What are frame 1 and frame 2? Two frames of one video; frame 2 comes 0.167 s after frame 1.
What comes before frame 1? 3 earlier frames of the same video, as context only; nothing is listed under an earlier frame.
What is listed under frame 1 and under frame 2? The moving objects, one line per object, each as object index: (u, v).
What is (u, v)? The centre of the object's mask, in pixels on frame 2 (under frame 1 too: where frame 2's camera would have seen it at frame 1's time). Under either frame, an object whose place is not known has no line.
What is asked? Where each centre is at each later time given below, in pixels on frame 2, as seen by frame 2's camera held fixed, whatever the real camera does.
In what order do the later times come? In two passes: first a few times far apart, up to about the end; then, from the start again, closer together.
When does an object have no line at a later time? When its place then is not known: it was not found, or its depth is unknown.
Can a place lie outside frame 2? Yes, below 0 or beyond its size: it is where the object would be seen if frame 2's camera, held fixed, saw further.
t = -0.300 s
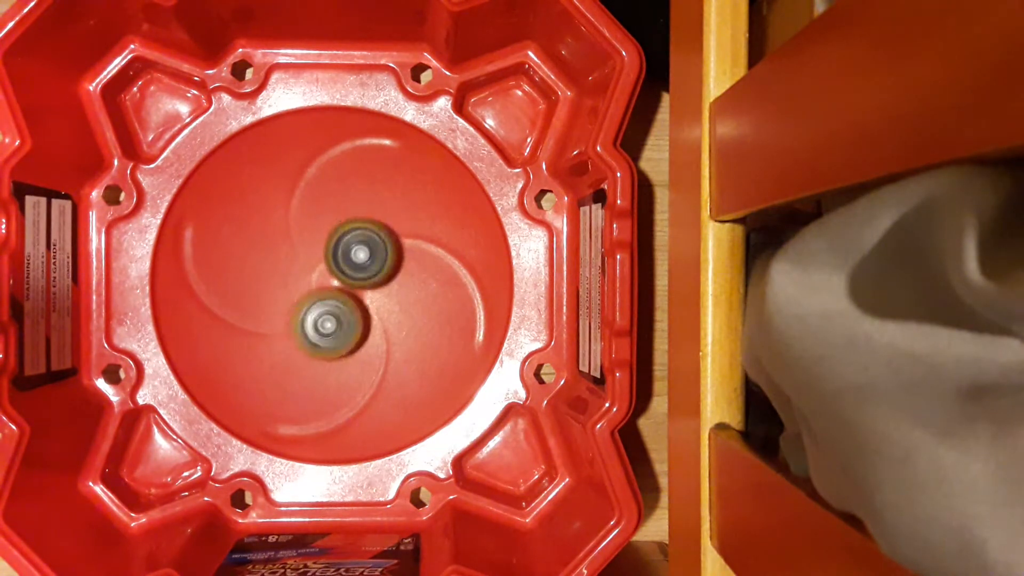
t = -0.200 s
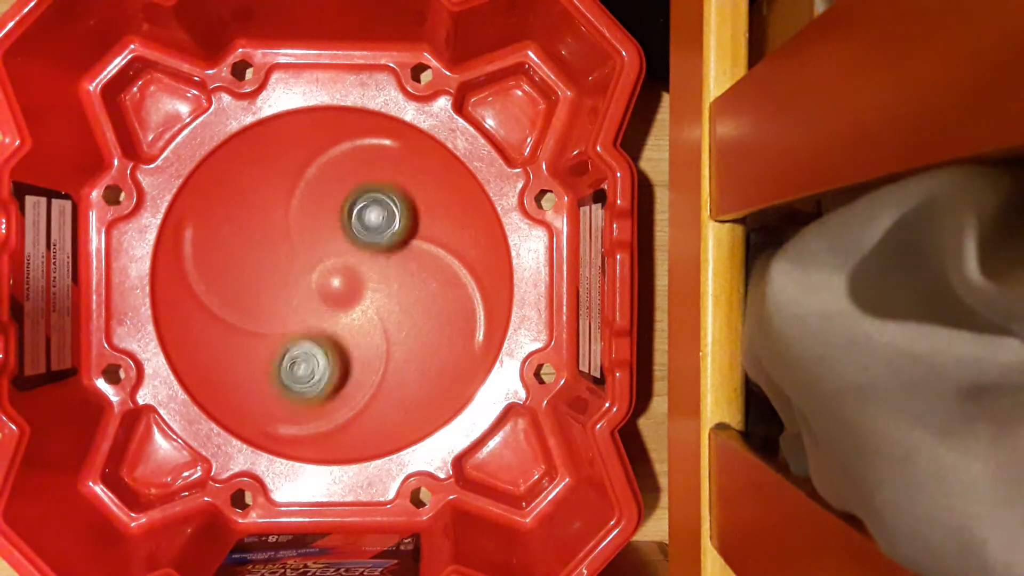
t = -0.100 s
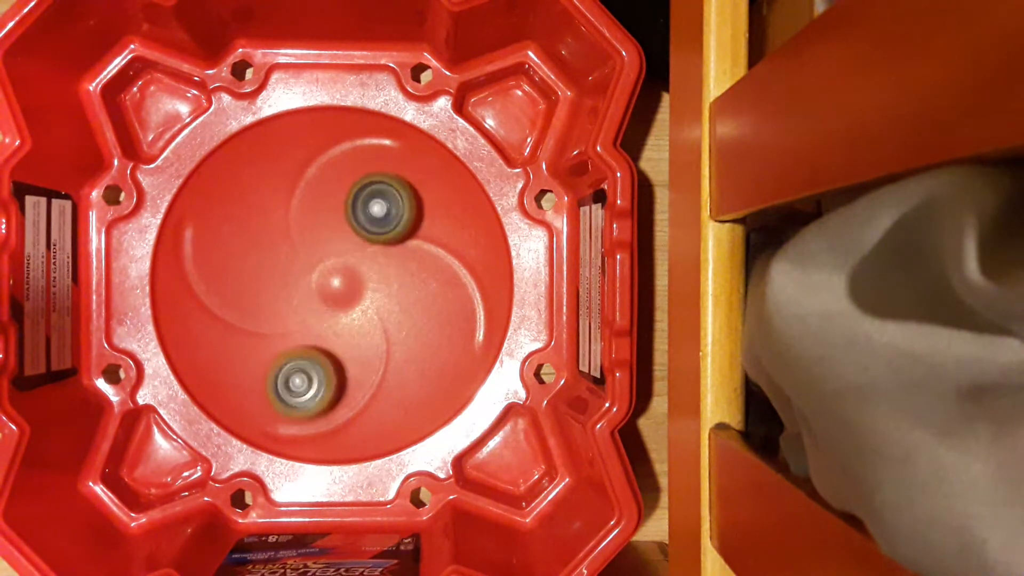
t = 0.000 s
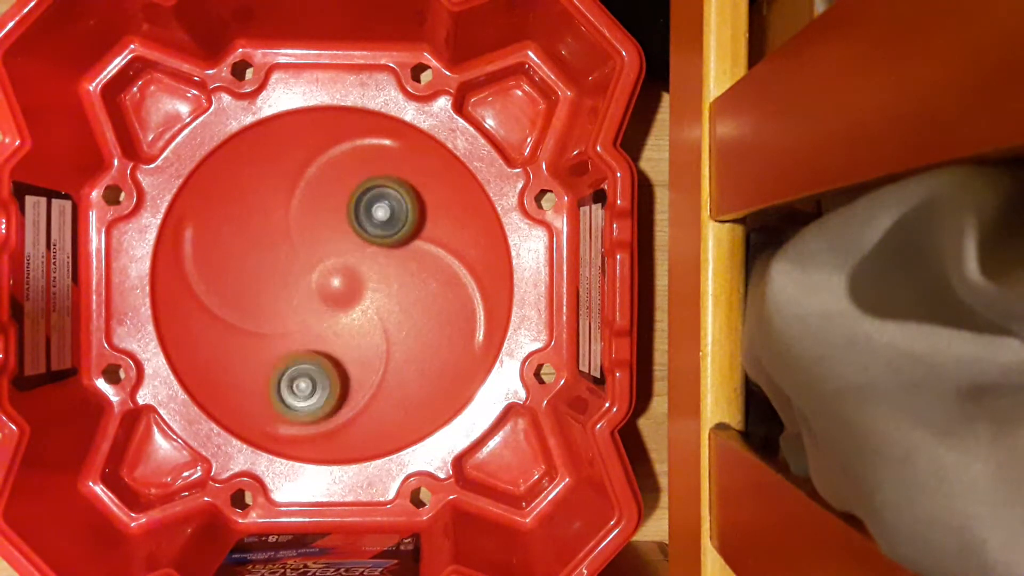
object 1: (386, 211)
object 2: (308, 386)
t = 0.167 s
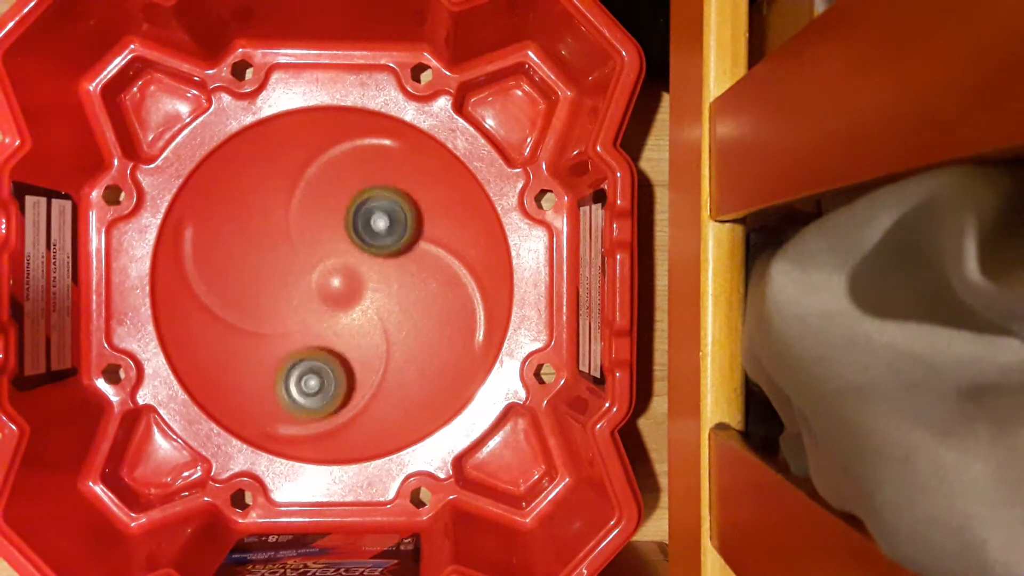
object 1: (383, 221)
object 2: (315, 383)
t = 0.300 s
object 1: (380, 236)
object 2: (326, 368)
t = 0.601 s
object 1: (383, 272)
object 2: (353, 343)
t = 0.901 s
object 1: (399, 264)
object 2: (357, 352)
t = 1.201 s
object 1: (385, 262)
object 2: (352, 334)
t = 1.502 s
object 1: (368, 254)
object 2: (341, 342)
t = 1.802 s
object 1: (367, 261)
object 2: (342, 339)
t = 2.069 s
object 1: (375, 255)
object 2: (349, 333)
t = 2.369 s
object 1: (368, 245)
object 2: (351, 342)
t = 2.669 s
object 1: (361, 255)
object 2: (352, 334)
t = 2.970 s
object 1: (360, 242)
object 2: (353, 348)
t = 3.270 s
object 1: (359, 251)
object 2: (355, 337)
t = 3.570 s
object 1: (363, 249)
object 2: (355, 341)
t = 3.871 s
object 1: (363, 252)
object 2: (354, 333)
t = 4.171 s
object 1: (365, 249)
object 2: (358, 340)
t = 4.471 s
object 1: (373, 259)
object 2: (368, 333)
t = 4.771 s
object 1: (366, 250)
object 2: (369, 332)
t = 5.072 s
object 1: (351, 260)
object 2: (370, 335)
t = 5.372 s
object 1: (339, 256)
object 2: (377, 328)
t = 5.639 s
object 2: (380, 326)
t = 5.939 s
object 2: (381, 317)
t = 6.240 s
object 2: (383, 311)
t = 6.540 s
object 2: (384, 311)
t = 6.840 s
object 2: (372, 296)
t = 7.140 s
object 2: (386, 283)
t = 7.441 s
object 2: (386, 266)
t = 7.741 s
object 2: (381, 261)
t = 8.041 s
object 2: (364, 253)
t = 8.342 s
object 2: (365, 252)
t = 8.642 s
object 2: (365, 252)
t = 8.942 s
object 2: (365, 252)
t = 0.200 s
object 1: (383, 224)
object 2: (317, 381)
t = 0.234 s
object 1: (382, 228)
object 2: (319, 378)
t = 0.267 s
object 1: (381, 232)
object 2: (322, 374)
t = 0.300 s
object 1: (380, 236)
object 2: (326, 368)
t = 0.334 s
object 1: (380, 241)
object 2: (330, 363)
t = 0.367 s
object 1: (380, 245)
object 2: (334, 358)
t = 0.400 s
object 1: (380, 250)
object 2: (338, 353)
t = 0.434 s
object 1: (379, 257)
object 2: (343, 348)
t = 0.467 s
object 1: (379, 264)
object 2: (347, 343)
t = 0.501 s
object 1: (380, 270)
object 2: (350, 341)
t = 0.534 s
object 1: (382, 270)
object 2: (350, 344)
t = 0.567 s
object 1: (382, 270)
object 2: (351, 343)
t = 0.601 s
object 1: (383, 272)
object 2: (353, 343)
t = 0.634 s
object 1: (386, 271)
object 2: (354, 346)
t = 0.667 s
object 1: (389, 268)
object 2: (353, 349)
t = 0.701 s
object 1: (390, 268)
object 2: (355, 350)
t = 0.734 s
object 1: (393, 268)
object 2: (356, 352)
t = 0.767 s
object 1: (394, 267)
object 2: (357, 353)
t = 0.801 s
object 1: (396, 267)
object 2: (357, 353)
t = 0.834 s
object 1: (397, 266)
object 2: (358, 354)
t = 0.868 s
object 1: (398, 265)
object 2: (358, 353)
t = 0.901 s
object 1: (399, 264)
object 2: (357, 352)
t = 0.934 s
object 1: (398, 264)
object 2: (358, 351)
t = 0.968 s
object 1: (398, 262)
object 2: (357, 349)
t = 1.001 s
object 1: (397, 262)
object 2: (357, 348)
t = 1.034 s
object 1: (395, 262)
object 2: (356, 344)
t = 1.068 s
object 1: (393, 262)
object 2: (356, 342)
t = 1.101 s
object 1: (391, 263)
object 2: (356, 339)
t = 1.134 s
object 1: (389, 264)
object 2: (356, 336)
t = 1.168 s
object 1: (387, 261)
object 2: (353, 337)
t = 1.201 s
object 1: (385, 262)
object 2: (352, 334)
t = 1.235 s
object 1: (383, 261)
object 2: (351, 333)
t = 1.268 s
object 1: (381, 259)
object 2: (350, 333)
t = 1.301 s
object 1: (378, 259)
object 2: (348, 332)
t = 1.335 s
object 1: (377, 255)
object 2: (346, 337)
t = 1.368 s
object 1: (376, 251)
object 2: (342, 342)
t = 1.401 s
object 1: (372, 250)
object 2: (340, 343)
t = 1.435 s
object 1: (371, 251)
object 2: (340, 343)
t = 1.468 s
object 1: (369, 253)
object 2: (341, 342)
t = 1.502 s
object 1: (368, 254)
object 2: (341, 342)
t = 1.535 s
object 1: (367, 256)
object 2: (341, 341)
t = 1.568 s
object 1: (365, 258)
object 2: (341, 339)
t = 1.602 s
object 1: (365, 260)
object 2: (342, 338)
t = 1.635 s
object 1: (364, 263)
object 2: (342, 337)
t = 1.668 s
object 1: (365, 260)
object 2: (341, 340)
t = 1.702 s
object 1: (363, 261)
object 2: (341, 339)
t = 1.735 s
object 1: (364, 264)
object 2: (342, 337)
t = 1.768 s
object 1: (366, 264)
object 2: (343, 337)
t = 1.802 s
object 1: (367, 261)
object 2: (342, 339)
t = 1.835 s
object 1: (368, 259)
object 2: (342, 338)
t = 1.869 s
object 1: (369, 259)
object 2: (344, 336)
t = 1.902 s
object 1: (371, 259)
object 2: (345, 334)
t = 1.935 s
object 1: (372, 259)
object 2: (348, 333)
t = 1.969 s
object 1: (373, 259)
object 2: (349, 332)
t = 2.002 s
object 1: (373, 259)
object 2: (349, 332)
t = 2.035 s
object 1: (374, 257)
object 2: (349, 333)
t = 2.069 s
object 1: (375, 255)
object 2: (349, 333)
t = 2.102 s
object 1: (375, 255)
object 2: (351, 331)
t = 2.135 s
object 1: (375, 255)
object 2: (352, 331)
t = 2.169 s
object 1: (374, 255)
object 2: (354, 330)
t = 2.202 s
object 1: (374, 255)
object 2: (354, 330)
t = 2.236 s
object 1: (373, 254)
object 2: (355, 332)
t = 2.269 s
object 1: (372, 247)
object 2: (353, 339)
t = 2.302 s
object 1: (370, 244)
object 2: (352, 343)
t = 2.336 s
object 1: (369, 244)
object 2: (351, 342)
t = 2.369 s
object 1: (368, 245)
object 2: (351, 342)
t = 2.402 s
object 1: (368, 245)
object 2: (352, 341)
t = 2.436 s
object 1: (367, 246)
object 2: (351, 342)
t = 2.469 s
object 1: (365, 247)
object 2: (351, 340)
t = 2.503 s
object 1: (365, 249)
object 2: (351, 340)
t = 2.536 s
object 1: (364, 250)
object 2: (352, 338)
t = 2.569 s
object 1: (364, 253)
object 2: (351, 337)
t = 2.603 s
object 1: (363, 255)
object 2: (351, 333)
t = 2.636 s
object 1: (363, 257)
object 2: (352, 332)
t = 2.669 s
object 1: (361, 255)
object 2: (352, 334)
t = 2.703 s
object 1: (360, 251)
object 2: (351, 335)
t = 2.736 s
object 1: (358, 251)
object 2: (351, 332)
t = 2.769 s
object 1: (359, 253)
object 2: (353, 330)
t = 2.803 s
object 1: (360, 253)
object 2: (354, 331)
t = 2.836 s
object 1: (360, 246)
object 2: (354, 340)
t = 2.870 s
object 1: (359, 242)
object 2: (352, 348)
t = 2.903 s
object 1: (359, 242)
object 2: (352, 349)
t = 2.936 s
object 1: (359, 242)
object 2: (351, 349)
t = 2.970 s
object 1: (360, 242)
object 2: (353, 348)
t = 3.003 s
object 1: (360, 242)
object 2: (353, 348)
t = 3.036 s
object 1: (359, 242)
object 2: (353, 348)
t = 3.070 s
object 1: (359, 243)
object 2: (353, 348)
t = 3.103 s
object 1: (359, 244)
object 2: (353, 347)
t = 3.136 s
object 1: (358, 245)
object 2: (353, 346)
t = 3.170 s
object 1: (358, 246)
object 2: (353, 343)
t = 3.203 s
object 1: (358, 248)
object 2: (354, 342)
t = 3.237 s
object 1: (359, 250)
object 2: (354, 339)
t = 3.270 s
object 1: (359, 251)
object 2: (355, 337)
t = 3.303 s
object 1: (360, 253)
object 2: (356, 334)
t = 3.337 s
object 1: (361, 255)
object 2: (358, 332)
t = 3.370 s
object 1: (362, 255)
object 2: (357, 332)
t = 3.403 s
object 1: (362, 256)
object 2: (357, 332)
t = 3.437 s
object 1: (362, 254)
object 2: (355, 336)
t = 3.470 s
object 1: (362, 250)
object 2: (355, 340)
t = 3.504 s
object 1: (362, 249)
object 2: (354, 341)
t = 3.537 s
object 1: (362, 249)
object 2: (355, 341)
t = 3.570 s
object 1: (363, 249)
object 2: (355, 341)
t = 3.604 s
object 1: (365, 248)
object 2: (356, 340)
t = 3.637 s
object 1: (365, 247)
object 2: (356, 341)
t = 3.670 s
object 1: (365, 247)
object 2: (356, 340)
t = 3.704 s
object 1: (364, 247)
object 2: (356, 340)
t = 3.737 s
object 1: (364, 247)
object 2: (354, 339)
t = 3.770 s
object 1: (363, 248)
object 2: (354, 337)
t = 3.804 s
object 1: (364, 249)
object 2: (353, 336)
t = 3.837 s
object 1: (363, 251)
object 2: (354, 334)
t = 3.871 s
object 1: (363, 252)
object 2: (354, 333)
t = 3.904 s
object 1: (363, 253)
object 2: (355, 330)
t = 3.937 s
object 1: (363, 251)
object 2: (355, 335)
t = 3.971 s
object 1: (362, 245)
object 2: (354, 341)
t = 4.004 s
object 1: (361, 243)
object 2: (353, 345)
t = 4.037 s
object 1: (360, 244)
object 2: (352, 343)
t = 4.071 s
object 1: (362, 247)
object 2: (353, 341)
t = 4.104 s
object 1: (365, 247)
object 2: (354, 339)
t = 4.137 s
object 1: (364, 247)
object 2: (357, 339)
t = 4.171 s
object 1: (365, 249)
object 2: (358, 340)
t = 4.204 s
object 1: (366, 250)
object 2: (360, 339)
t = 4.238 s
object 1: (367, 252)
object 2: (361, 339)
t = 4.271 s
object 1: (369, 252)
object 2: (362, 338)
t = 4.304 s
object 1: (369, 253)
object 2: (364, 337)
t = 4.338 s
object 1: (370, 255)
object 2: (364, 337)
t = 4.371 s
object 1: (370, 256)
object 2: (366, 336)
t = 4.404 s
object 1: (372, 258)
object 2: (366, 335)
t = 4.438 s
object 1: (373, 258)
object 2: (367, 333)
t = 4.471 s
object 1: (373, 259)
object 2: (368, 333)
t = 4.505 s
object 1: (373, 258)
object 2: (368, 333)
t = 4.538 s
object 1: (371, 257)
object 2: (368, 334)
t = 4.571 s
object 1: (370, 253)
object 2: (366, 338)
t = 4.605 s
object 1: (370, 251)
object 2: (365, 337)
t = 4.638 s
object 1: (369, 250)
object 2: (365, 335)
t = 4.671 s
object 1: (368, 249)
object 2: (366, 334)
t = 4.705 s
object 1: (368, 250)
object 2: (368, 333)
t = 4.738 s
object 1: (367, 249)
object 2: (368, 333)
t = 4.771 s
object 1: (366, 250)
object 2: (369, 332)
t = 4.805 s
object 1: (365, 251)
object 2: (369, 330)
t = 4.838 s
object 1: (363, 253)
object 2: (370, 328)
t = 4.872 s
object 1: (361, 253)
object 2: (371, 332)
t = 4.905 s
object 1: (356, 249)
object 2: (371, 339)
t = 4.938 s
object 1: (353, 249)
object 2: (371, 342)
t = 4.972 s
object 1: (352, 251)
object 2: (369, 342)
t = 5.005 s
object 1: (352, 254)
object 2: (368, 339)
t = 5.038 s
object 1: (351, 257)
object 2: (369, 337)
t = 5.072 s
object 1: (351, 260)
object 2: (370, 335)
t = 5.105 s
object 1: (350, 262)
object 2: (371, 334)
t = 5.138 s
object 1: (349, 262)
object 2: (372, 336)
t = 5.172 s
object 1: (347, 261)
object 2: (372, 335)
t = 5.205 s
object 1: (345, 261)
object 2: (371, 333)
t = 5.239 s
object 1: (345, 260)
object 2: (372, 331)
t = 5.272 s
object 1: (343, 257)
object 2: (373, 331)
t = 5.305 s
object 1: (342, 257)
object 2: (373, 330)
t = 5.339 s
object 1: (341, 257)
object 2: (373, 328)
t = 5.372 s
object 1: (339, 256)
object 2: (377, 328)
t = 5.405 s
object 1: (339, 254)
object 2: (378, 331)
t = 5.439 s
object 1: (337, 251)
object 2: (375, 332)
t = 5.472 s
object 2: (375, 329)
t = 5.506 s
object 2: (376, 327)
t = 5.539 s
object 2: (377, 326)
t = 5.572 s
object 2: (380, 325)
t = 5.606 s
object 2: (380, 326)
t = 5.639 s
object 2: (380, 326)
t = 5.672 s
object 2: (381, 325)
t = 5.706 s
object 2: (381, 323)
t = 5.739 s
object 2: (382, 321)
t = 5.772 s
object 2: (383, 322)
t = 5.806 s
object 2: (382, 323)
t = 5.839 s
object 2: (382, 323)
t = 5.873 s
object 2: (380, 322)
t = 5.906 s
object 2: (379, 319)
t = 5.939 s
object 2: (381, 317)
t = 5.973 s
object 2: (383, 317)
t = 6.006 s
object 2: (384, 317)
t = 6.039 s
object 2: (383, 318)
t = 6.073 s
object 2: (381, 315)
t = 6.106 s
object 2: (383, 313)
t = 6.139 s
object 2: (386, 313)
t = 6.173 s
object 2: (386, 315)
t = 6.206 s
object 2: (384, 315)
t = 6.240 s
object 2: (383, 311)
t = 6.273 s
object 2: (384, 307)
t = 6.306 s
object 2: (386, 306)
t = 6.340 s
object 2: (389, 307)
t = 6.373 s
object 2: (388, 310)
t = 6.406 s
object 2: (386, 310)
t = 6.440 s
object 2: (388, 311)
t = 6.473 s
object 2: (388, 313)
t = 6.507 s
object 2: (387, 313)
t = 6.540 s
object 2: (384, 311)
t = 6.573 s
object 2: (380, 308)
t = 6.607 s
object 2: (378, 305)
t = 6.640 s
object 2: (373, 303)
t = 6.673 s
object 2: (374, 302)
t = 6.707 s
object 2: (374, 301)
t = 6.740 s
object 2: (375, 301)
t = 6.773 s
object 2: (373, 301)
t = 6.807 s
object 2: (372, 298)
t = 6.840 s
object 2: (372, 296)
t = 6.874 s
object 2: (371, 295)
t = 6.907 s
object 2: (372, 293)
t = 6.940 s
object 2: (373, 293)
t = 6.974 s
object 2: (377, 291)
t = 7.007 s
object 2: (381, 289)
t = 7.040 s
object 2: (384, 287)
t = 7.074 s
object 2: (386, 285)
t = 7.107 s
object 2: (386, 284)
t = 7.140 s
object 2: (386, 283)
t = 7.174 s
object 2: (387, 282)
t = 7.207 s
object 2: (385, 280)
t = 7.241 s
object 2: (382, 276)
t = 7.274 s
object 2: (380, 275)
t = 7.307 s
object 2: (377, 272)
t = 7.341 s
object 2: (378, 269)
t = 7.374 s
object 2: (384, 266)
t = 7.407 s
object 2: (386, 266)
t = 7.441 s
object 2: (386, 266)
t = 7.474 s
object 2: (386, 268)
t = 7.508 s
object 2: (384, 270)
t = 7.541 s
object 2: (380, 272)
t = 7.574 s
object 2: (376, 271)
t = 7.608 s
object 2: (375, 269)
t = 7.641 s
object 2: (378, 264)
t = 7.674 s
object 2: (382, 261)
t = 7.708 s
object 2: (382, 260)
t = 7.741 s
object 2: (381, 261)
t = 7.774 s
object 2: (379, 263)
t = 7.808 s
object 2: (374, 265)
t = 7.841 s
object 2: (371, 266)
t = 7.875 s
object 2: (371, 262)
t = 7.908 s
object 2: (370, 259)
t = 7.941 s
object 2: (365, 257)
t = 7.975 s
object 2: (364, 255)
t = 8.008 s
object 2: (364, 254)
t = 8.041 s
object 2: (364, 253)
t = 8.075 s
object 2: (364, 254)
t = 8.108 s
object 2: (364, 253)
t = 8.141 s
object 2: (365, 252)
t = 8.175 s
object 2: (365, 252)
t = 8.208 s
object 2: (365, 252)
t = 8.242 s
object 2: (365, 252)
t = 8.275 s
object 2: (365, 252)
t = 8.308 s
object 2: (365, 252)
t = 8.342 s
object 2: (365, 252)
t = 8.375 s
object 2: (365, 252)
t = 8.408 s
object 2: (365, 252)
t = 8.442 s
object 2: (365, 252)
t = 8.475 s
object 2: (365, 252)
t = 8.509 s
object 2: (365, 252)
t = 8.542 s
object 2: (365, 252)
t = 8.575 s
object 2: (365, 252)
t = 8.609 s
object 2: (365, 252)
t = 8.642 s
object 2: (365, 252)
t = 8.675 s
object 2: (365, 252)
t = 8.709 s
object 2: (365, 252)
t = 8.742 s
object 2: (365, 252)
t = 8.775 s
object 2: (365, 252)
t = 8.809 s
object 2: (365, 252)
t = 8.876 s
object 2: (365, 252)
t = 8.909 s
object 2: (365, 252)
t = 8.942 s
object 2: (365, 252)
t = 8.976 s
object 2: (365, 252)
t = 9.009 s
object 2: (365, 252)
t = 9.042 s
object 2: (365, 252)
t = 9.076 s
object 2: (365, 252)
